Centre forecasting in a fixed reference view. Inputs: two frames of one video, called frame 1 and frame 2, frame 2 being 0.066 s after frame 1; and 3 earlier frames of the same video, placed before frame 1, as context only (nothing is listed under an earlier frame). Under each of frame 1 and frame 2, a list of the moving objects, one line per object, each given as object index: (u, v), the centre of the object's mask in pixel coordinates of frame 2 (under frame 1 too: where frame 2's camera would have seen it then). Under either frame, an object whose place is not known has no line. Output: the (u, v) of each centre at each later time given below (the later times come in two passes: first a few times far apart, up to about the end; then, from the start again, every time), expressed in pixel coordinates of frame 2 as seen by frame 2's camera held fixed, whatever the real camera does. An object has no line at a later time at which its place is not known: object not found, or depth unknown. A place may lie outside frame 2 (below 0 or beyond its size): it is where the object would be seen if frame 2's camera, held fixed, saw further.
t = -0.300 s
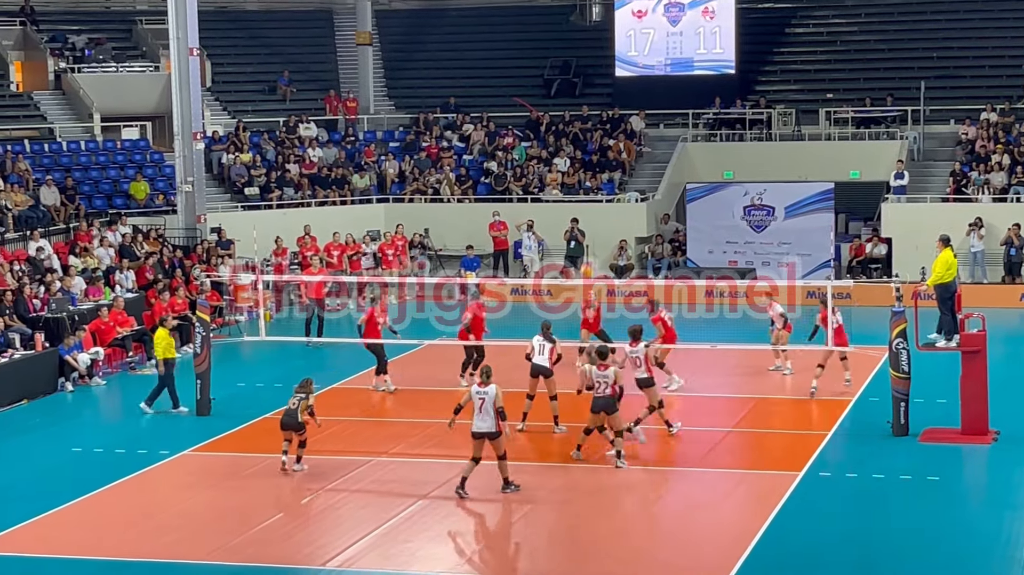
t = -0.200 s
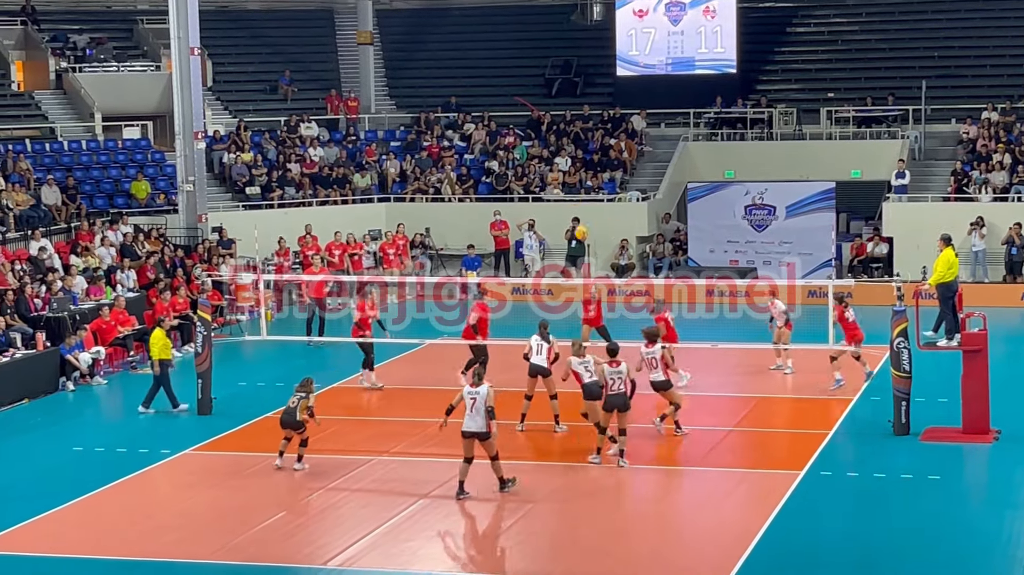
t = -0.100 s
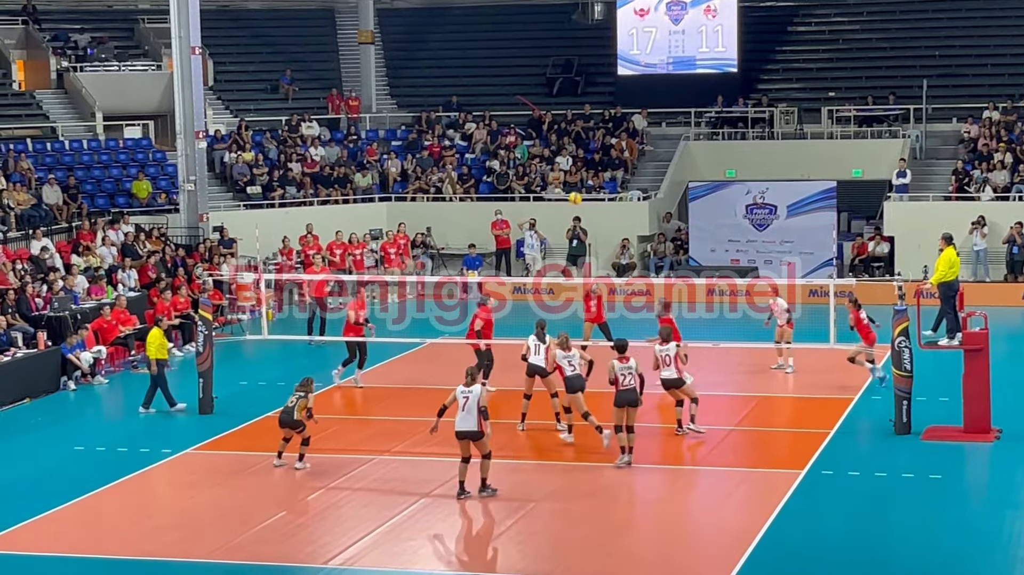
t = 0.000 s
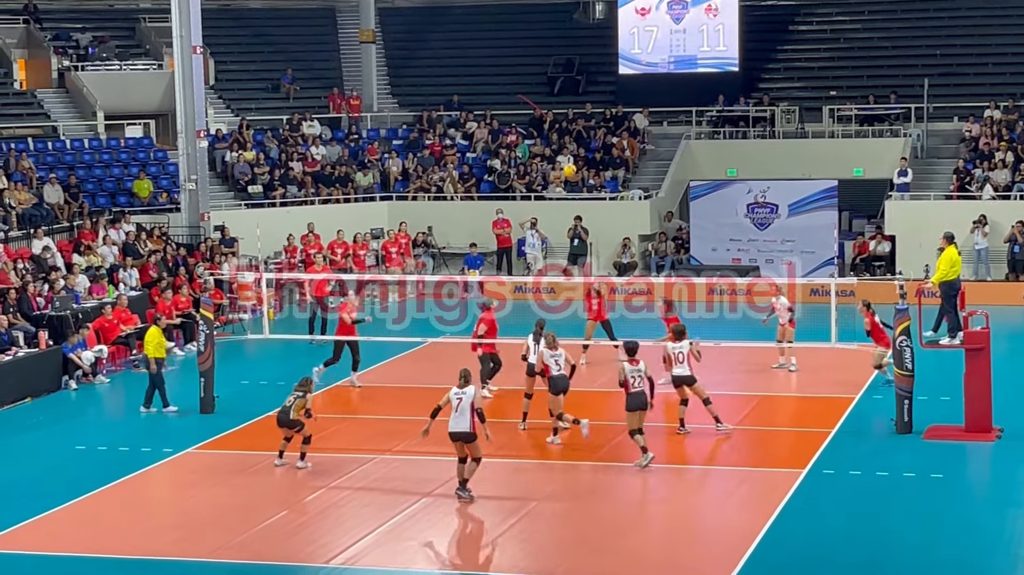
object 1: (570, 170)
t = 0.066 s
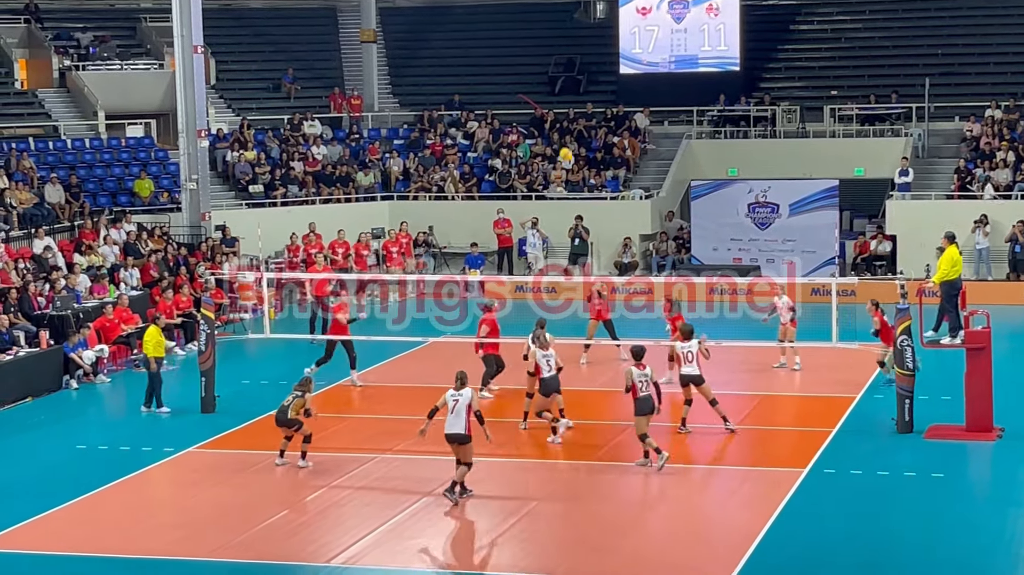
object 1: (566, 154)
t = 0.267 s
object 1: (552, 123)
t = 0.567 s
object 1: (532, 119)
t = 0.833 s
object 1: (515, 160)
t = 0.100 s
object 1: (564, 148)
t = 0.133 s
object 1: (561, 141)
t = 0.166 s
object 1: (559, 136)
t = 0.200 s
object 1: (557, 131)
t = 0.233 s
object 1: (554, 127)
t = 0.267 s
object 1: (552, 123)
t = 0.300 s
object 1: (550, 121)
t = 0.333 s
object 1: (548, 118)
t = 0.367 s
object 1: (546, 116)
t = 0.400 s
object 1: (543, 115)
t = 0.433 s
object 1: (541, 115)
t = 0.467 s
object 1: (539, 115)
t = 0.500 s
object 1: (536, 116)
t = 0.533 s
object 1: (534, 117)
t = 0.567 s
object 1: (532, 119)
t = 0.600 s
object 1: (530, 122)
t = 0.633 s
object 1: (528, 126)
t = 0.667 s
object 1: (526, 130)
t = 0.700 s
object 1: (524, 134)
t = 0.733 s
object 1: (522, 139)
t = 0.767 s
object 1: (519, 146)
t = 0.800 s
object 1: (517, 153)
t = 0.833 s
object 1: (515, 160)
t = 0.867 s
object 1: (513, 168)
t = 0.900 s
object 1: (511, 177)
